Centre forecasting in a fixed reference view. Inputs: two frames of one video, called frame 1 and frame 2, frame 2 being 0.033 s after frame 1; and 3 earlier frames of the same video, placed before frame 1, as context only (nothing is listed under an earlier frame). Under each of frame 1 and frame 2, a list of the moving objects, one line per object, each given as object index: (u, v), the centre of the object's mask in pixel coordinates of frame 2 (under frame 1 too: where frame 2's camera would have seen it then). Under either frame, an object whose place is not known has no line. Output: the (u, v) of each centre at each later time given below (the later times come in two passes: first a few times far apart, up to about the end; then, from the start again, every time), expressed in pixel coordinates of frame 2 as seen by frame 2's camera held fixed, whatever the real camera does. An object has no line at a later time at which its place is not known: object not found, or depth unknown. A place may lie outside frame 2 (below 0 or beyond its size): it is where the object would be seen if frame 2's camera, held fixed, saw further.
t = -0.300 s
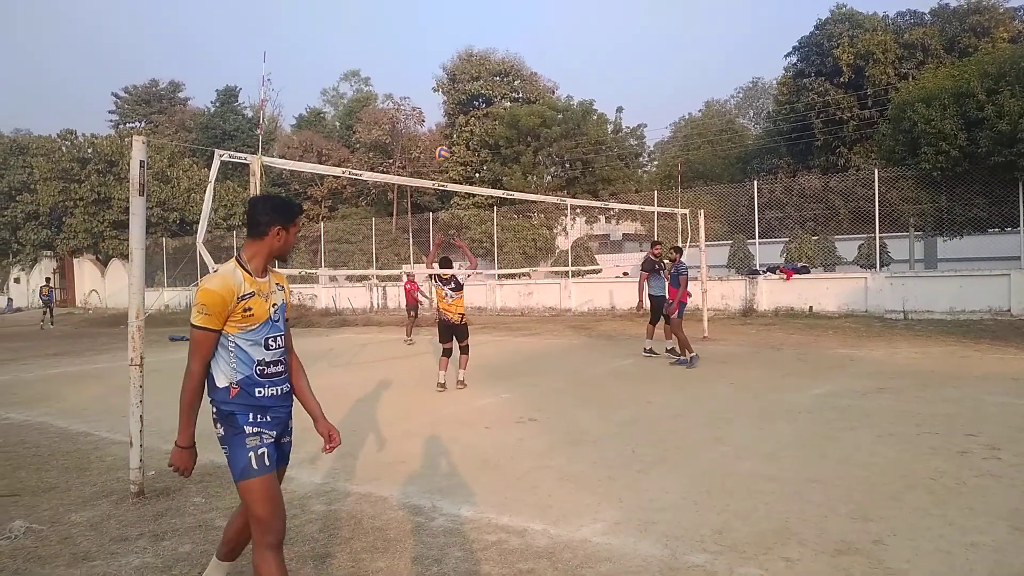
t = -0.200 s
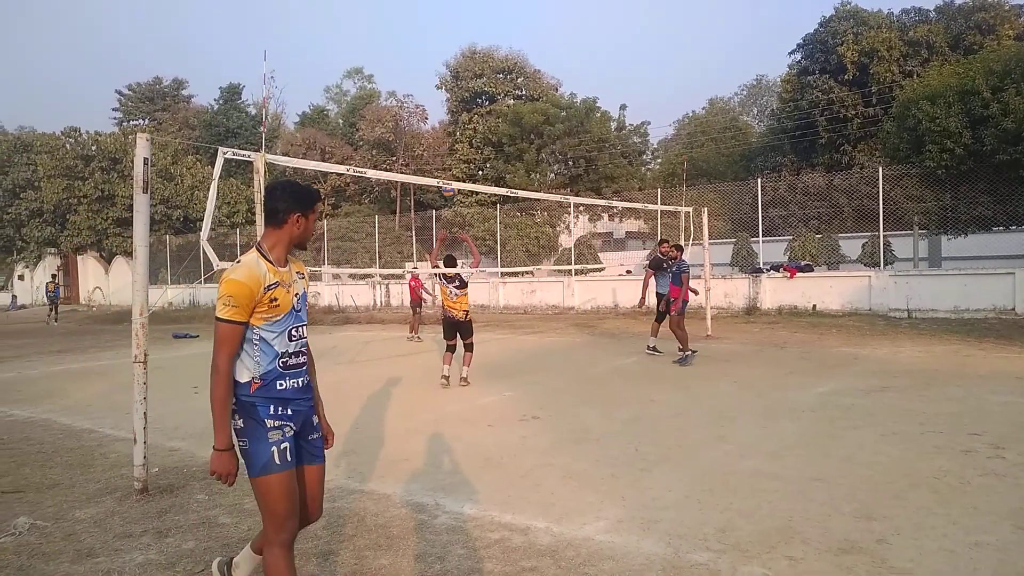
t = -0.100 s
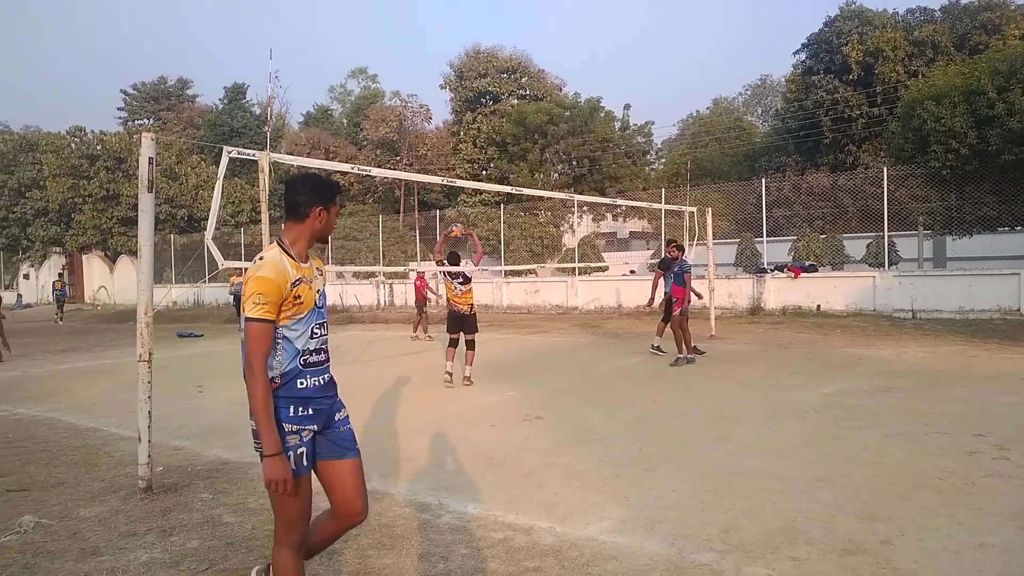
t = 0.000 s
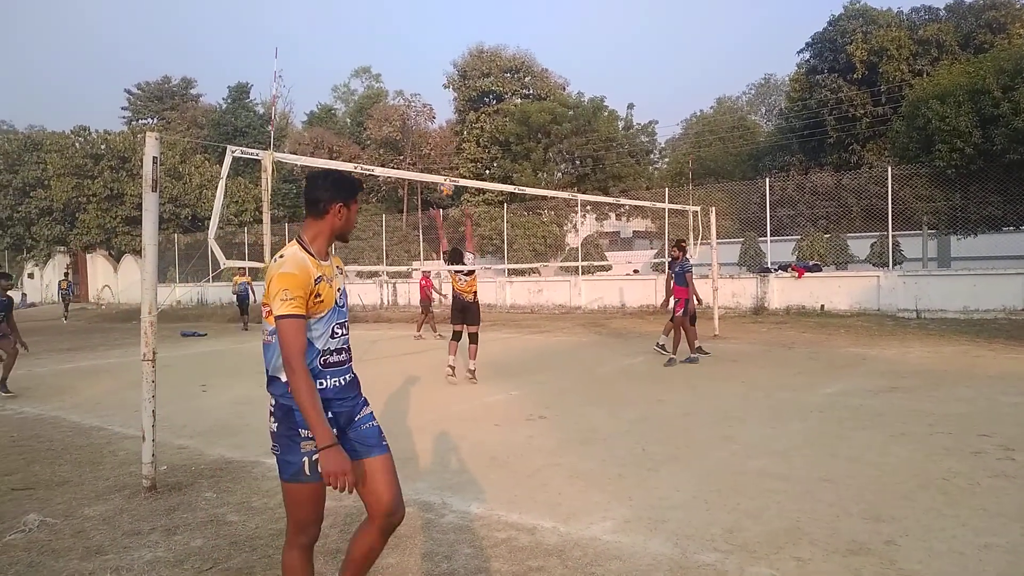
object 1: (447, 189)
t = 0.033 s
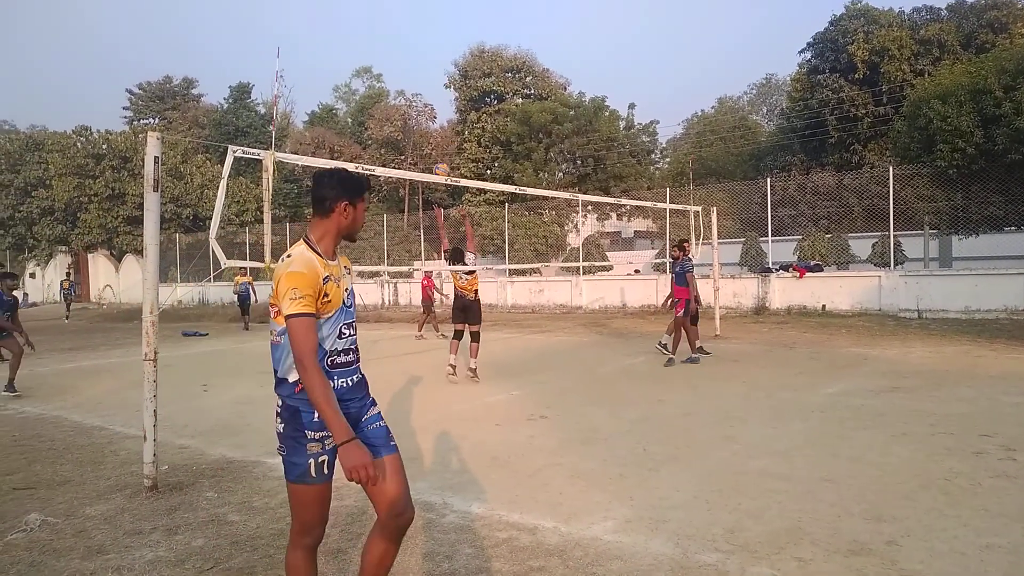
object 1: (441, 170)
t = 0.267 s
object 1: (400, 73)
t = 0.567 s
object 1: (347, 8)
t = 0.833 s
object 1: (300, 11)
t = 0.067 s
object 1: (435, 154)
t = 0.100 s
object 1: (429, 139)
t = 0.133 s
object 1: (424, 124)
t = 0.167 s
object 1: (418, 111)
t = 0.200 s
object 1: (412, 97)
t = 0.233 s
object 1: (406, 85)
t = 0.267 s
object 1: (400, 73)
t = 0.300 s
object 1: (394, 63)
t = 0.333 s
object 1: (388, 53)
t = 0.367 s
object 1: (383, 44)
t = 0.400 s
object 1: (377, 36)
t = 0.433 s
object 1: (370, 28)
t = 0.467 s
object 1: (364, 22)
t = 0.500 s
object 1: (358, 16)
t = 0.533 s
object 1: (352, 12)
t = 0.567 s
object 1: (347, 8)
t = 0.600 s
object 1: (341, 5)
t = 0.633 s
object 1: (335, 3)
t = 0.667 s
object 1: (329, 2)
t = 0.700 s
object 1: (323, 2)
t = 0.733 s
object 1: (317, 3)
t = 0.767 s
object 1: (312, 4)
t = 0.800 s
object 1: (306, 7)
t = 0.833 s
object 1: (300, 11)
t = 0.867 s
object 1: (294, 15)
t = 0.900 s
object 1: (288, 22)
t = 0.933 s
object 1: (282, 28)
